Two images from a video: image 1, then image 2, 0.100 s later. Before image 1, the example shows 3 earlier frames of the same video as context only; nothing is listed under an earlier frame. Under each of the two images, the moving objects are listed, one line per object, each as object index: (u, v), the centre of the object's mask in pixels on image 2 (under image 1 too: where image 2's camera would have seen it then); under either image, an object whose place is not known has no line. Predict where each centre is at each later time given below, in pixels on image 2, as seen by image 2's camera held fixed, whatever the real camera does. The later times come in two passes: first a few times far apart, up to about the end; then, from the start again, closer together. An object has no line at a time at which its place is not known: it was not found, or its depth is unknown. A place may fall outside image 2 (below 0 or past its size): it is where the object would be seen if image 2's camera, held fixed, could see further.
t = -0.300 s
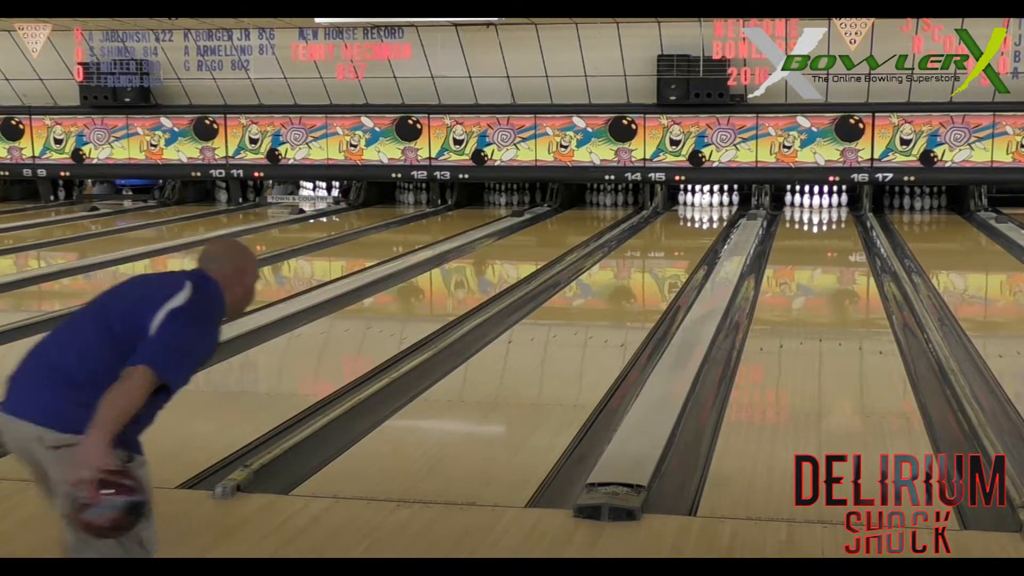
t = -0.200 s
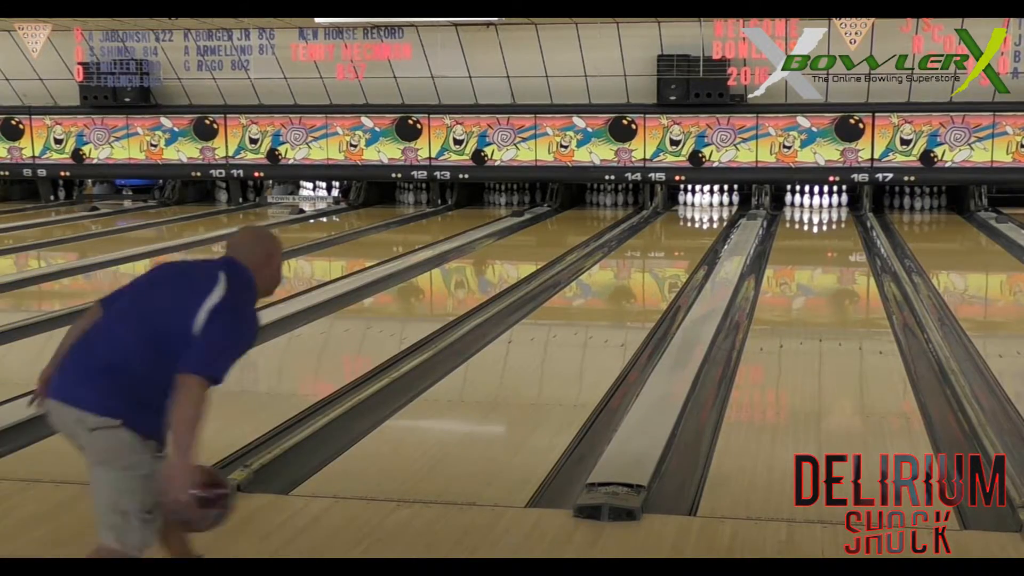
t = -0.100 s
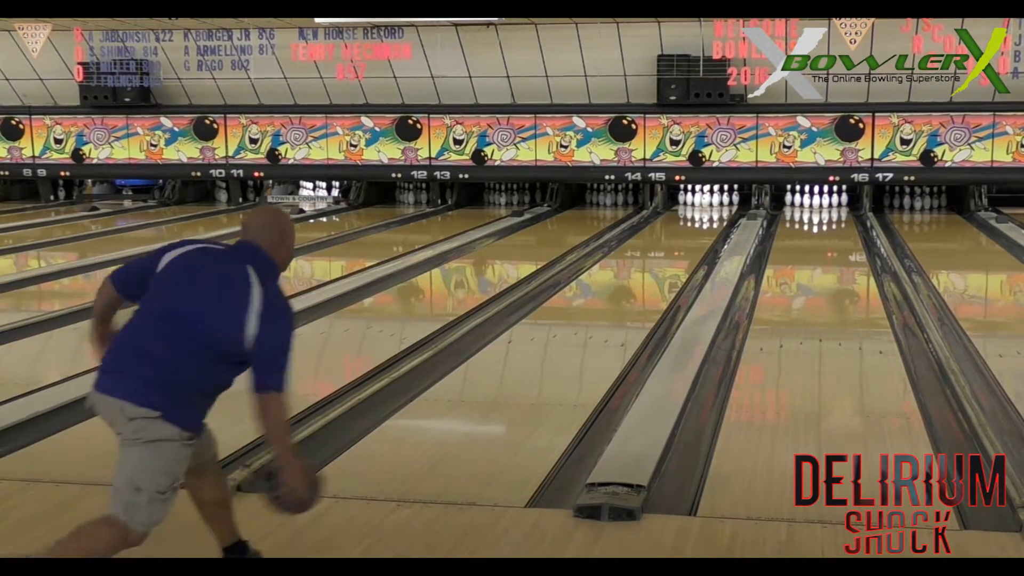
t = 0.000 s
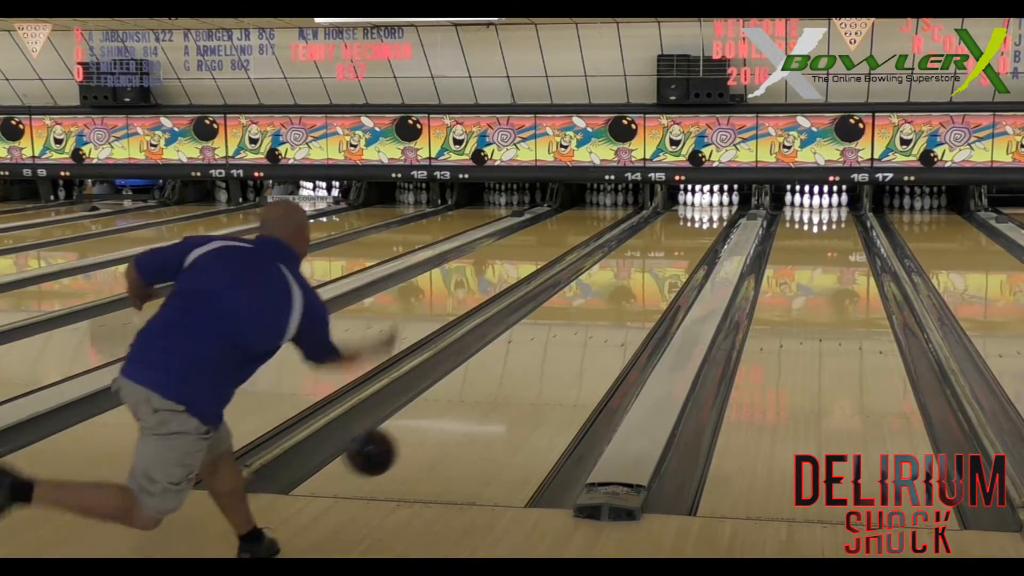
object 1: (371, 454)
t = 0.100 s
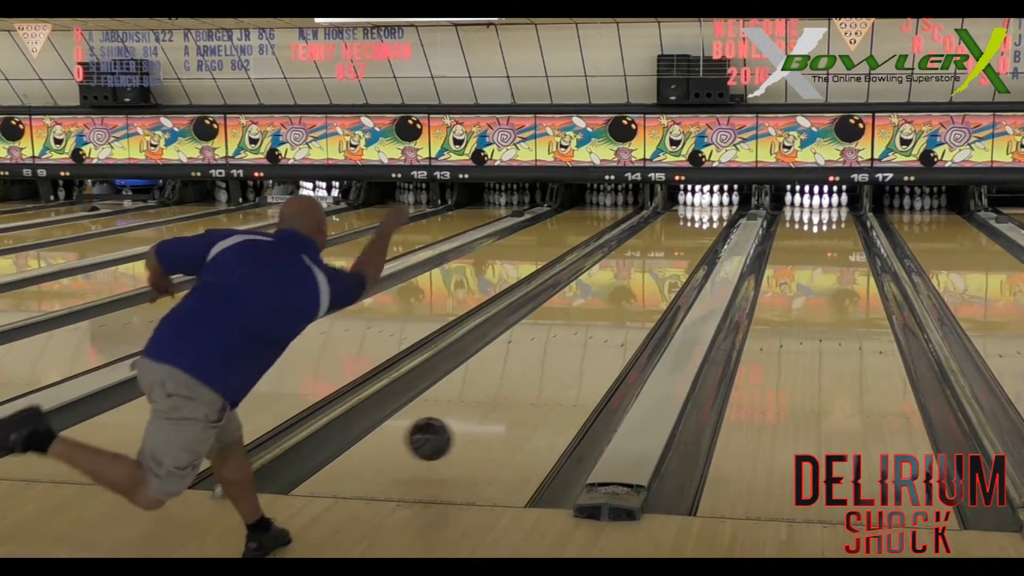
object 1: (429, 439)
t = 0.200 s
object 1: (476, 417)
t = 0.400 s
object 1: (543, 367)
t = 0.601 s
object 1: (590, 328)
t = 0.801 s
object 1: (624, 299)
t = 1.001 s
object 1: (650, 277)
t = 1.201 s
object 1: (670, 259)
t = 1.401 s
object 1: (685, 246)
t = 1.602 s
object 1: (697, 233)
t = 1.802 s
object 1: (704, 224)
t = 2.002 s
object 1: (710, 215)
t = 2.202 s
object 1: (711, 209)
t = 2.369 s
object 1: (709, 204)
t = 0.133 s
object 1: (446, 439)
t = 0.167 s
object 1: (462, 431)
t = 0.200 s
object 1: (476, 417)
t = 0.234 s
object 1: (489, 407)
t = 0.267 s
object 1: (501, 400)
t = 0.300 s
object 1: (512, 391)
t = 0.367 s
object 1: (534, 375)
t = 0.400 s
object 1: (543, 367)
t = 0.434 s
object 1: (552, 359)
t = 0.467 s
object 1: (561, 354)
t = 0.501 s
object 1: (568, 346)
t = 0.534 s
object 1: (576, 339)
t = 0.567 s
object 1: (583, 334)
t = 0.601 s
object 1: (590, 328)
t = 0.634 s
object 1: (597, 323)
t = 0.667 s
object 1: (603, 317)
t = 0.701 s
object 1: (609, 313)
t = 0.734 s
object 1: (614, 309)
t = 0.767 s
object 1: (619, 304)
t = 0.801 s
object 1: (624, 299)
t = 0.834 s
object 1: (629, 295)
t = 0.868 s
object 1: (634, 291)
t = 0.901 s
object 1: (638, 288)
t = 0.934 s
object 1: (642, 284)
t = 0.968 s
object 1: (647, 280)
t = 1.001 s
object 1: (650, 277)
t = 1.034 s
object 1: (654, 273)
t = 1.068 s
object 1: (657, 270)
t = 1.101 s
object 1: (660, 268)
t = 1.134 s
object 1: (664, 265)
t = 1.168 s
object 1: (667, 262)
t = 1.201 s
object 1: (670, 259)
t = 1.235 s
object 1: (673, 257)
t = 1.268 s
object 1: (676, 254)
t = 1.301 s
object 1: (678, 252)
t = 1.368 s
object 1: (683, 248)
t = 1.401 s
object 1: (685, 246)
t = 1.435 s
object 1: (687, 243)
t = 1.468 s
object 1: (690, 241)
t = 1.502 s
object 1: (692, 239)
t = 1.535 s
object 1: (694, 237)
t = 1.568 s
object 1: (695, 236)
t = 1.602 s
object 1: (697, 233)
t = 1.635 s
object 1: (699, 231)
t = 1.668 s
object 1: (701, 230)
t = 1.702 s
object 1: (701, 229)
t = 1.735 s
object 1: (704, 226)
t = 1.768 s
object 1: (704, 225)
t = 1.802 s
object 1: (704, 224)
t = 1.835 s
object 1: (706, 223)
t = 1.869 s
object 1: (707, 221)
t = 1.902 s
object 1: (708, 220)
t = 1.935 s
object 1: (708, 219)
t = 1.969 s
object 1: (709, 217)
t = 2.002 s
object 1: (710, 215)
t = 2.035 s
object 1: (710, 214)
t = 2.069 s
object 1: (711, 213)
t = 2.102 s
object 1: (711, 212)
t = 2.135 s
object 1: (711, 211)
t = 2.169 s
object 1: (710, 210)
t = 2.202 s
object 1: (711, 209)
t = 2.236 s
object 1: (711, 208)
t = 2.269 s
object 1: (711, 207)
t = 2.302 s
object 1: (710, 206)
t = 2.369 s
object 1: (709, 204)
